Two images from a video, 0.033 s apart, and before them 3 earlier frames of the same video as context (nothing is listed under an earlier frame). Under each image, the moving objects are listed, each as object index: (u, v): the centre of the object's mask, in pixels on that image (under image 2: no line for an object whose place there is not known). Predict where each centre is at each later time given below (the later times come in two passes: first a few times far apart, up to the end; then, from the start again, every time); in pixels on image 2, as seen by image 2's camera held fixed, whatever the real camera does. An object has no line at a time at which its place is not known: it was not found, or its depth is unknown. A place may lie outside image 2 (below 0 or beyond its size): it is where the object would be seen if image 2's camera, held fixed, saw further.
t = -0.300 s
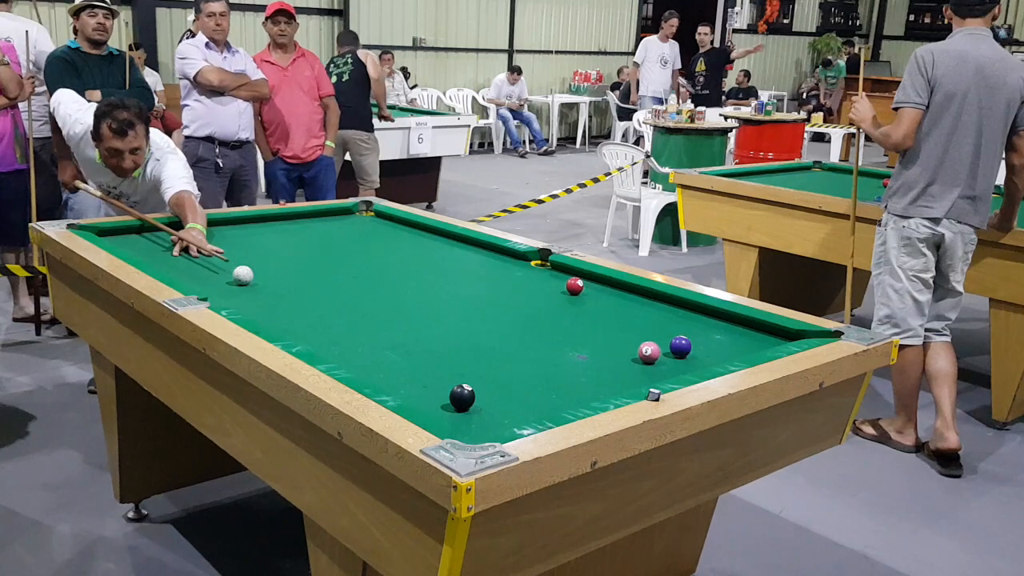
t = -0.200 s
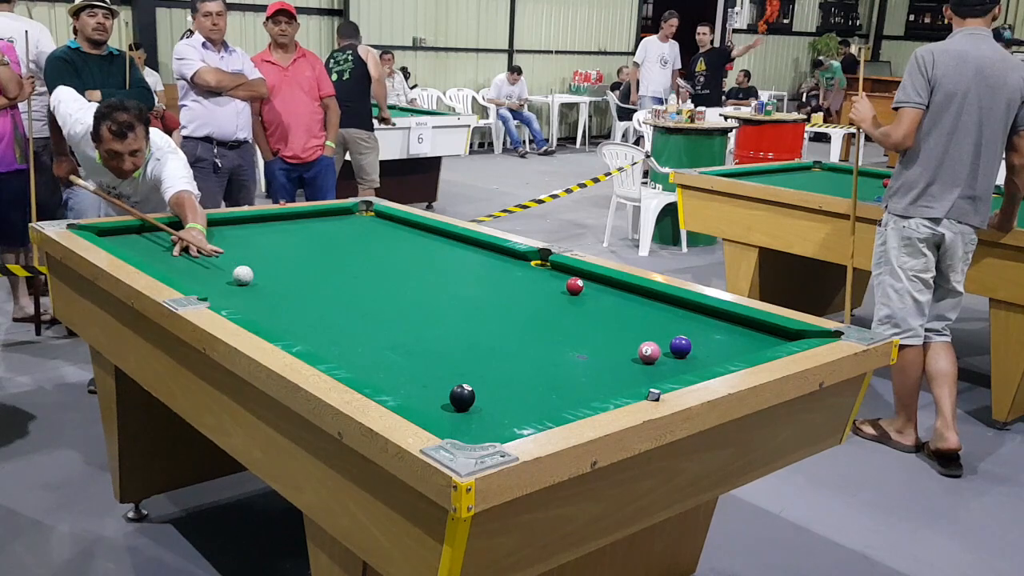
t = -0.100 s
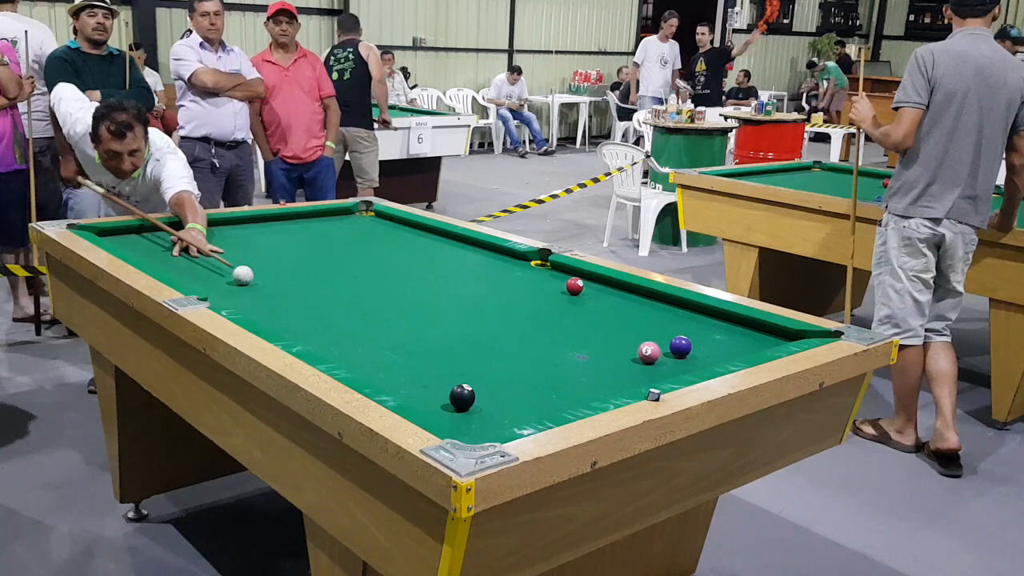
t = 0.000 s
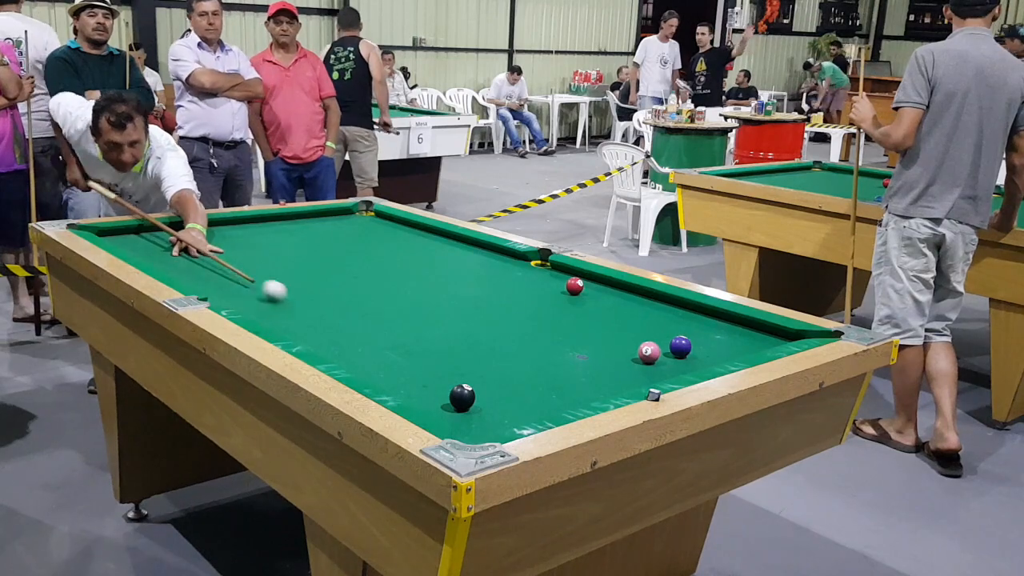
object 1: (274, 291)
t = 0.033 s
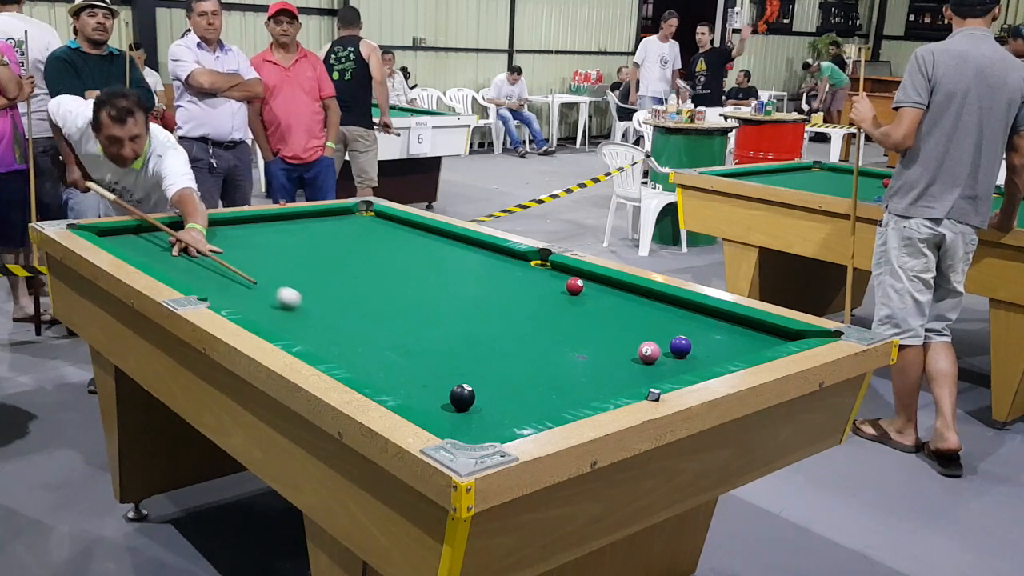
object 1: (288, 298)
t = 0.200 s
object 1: (360, 334)
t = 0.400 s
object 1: (470, 384)
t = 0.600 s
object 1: (559, 395)
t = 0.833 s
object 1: (520, 357)
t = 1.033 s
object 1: (494, 329)
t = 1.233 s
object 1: (473, 305)
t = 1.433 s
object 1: (454, 286)
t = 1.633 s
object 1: (439, 269)
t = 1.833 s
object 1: (426, 255)
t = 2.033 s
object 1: (414, 242)
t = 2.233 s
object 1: (404, 231)
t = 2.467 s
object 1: (394, 220)
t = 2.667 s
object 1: (372, 214)
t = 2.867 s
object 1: (349, 210)
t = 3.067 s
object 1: (352, 215)
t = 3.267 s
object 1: (355, 220)
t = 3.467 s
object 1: (358, 224)
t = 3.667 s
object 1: (361, 229)
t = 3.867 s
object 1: (364, 234)
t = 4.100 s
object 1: (369, 239)
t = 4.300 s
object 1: (372, 243)
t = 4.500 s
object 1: (376, 247)
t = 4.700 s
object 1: (380, 252)
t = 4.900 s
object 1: (384, 256)
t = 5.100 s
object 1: (388, 260)
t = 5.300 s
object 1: (392, 264)
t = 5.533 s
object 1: (396, 268)
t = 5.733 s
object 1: (400, 272)
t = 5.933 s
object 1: (404, 275)
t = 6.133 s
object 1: (408, 277)
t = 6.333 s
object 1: (412, 280)
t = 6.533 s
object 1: (415, 283)
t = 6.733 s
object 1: (418, 285)
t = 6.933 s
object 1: (421, 287)
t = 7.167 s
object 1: (424, 289)
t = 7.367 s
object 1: (427, 290)
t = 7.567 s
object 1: (429, 291)
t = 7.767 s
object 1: (431, 291)
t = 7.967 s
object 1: (431, 291)
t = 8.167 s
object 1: (431, 291)
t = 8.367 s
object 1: (430, 291)
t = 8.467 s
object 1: (430, 291)
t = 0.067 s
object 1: (302, 305)
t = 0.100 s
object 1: (316, 312)
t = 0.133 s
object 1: (330, 319)
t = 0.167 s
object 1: (346, 327)
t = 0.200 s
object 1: (360, 334)
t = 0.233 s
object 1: (376, 343)
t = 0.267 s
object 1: (393, 351)
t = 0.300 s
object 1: (411, 359)
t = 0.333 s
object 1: (430, 369)
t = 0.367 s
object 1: (448, 377)
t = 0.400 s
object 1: (470, 384)
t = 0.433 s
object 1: (488, 390)
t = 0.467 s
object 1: (508, 393)
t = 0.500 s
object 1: (529, 397)
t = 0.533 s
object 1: (549, 400)
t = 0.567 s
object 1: (565, 401)
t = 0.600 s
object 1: (559, 395)
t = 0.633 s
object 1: (551, 391)
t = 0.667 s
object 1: (546, 384)
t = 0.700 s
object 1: (540, 378)
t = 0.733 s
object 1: (535, 373)
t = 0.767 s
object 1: (530, 367)
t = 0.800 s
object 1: (525, 361)
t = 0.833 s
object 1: (520, 357)
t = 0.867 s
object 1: (515, 351)
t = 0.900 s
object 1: (511, 347)
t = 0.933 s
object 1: (506, 342)
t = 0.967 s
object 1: (502, 337)
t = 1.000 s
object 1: (498, 333)
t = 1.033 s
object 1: (494, 329)
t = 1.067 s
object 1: (490, 324)
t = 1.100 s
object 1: (486, 320)
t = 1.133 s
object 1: (483, 316)
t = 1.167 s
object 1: (479, 313)
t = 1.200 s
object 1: (476, 309)
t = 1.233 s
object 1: (473, 305)
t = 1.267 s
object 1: (470, 302)
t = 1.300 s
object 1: (466, 298)
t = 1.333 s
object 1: (463, 295)
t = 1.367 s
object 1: (460, 292)
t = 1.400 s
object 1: (457, 289)
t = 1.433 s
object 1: (454, 286)
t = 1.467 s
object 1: (452, 283)
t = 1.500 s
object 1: (449, 280)
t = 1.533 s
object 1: (447, 277)
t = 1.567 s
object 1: (444, 274)
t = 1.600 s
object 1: (441, 272)
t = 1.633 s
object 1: (439, 269)
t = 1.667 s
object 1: (437, 267)
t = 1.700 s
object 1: (434, 264)
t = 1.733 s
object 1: (432, 262)
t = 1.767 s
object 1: (430, 259)
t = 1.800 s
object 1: (428, 257)
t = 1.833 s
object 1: (426, 255)
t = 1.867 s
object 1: (424, 253)
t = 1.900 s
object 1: (421, 250)
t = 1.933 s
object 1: (420, 248)
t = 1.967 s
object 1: (418, 246)
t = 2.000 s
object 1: (416, 244)
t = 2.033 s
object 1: (414, 242)
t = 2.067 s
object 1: (413, 240)
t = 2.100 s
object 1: (411, 239)
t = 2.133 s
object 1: (409, 237)
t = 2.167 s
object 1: (407, 235)
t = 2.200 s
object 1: (406, 233)
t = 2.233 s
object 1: (404, 231)
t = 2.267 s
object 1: (402, 230)
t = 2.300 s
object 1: (401, 228)
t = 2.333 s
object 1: (399, 226)
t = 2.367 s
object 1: (398, 225)
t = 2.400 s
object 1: (396, 223)
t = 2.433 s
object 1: (395, 222)
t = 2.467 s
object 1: (394, 220)
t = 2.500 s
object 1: (392, 219)
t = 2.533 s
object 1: (390, 217)
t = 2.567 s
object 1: (385, 217)
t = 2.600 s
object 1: (381, 216)
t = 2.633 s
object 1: (377, 215)
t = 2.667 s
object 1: (372, 214)
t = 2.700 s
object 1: (368, 213)
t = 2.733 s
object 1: (363, 212)
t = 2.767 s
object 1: (359, 212)
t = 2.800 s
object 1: (355, 211)
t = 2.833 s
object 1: (351, 210)
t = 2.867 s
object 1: (349, 210)
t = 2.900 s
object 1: (350, 211)
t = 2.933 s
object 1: (350, 212)
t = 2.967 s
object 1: (350, 213)
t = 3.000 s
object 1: (351, 214)
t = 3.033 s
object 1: (352, 214)
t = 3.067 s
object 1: (352, 215)
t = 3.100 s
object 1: (353, 216)
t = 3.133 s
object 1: (353, 217)
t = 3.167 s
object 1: (353, 217)
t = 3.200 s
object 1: (354, 218)
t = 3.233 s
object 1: (355, 219)
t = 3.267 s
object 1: (355, 220)
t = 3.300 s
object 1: (355, 221)
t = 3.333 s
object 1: (356, 221)
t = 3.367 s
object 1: (356, 222)
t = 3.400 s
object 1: (357, 223)
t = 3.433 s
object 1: (357, 224)
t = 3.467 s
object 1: (358, 224)
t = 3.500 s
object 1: (359, 225)
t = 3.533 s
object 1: (359, 226)
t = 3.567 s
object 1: (360, 227)
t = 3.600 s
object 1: (360, 227)
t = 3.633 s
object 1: (361, 228)
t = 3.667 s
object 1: (361, 229)
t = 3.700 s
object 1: (362, 230)
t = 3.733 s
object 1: (362, 231)
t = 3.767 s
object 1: (363, 231)
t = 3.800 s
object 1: (363, 232)
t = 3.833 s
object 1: (364, 233)
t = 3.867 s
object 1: (364, 234)
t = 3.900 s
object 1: (365, 234)
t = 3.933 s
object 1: (366, 235)
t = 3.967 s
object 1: (366, 236)
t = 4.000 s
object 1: (367, 236)
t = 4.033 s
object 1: (368, 237)
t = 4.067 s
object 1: (368, 238)
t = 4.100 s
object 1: (369, 239)
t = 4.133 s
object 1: (369, 240)
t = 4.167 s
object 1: (370, 240)
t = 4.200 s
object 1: (371, 241)
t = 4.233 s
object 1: (371, 242)
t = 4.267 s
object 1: (372, 242)
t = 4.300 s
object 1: (372, 243)
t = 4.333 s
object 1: (373, 244)
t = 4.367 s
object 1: (373, 245)
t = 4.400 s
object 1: (374, 245)
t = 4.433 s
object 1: (374, 246)
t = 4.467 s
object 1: (375, 247)
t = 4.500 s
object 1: (376, 247)
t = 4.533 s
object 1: (377, 248)
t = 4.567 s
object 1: (377, 249)
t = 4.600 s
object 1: (378, 250)
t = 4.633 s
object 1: (378, 251)
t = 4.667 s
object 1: (379, 251)
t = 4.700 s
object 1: (380, 252)
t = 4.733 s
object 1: (380, 253)
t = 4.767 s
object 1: (381, 253)
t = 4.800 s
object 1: (382, 254)
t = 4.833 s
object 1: (382, 255)
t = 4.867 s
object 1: (383, 255)
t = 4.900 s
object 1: (384, 256)
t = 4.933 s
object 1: (384, 257)
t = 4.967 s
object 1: (385, 257)
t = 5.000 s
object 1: (386, 258)
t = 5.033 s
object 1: (387, 259)
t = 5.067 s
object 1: (387, 259)
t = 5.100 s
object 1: (388, 260)
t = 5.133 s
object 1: (389, 261)
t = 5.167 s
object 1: (389, 261)
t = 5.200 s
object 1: (390, 262)
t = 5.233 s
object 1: (390, 263)
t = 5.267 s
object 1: (391, 263)
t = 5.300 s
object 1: (392, 264)
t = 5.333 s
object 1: (393, 264)
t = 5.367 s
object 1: (393, 265)
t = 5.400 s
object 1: (394, 266)
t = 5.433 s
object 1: (394, 266)
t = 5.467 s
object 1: (395, 267)
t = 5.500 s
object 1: (396, 267)
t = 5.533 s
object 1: (396, 268)
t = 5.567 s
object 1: (397, 269)
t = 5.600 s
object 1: (398, 269)
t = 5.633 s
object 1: (398, 270)
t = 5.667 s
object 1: (399, 270)
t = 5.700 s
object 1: (400, 271)
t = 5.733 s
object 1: (400, 272)
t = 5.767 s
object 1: (401, 272)
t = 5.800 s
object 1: (402, 273)
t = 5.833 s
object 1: (403, 273)
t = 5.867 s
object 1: (403, 273)
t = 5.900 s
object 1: (404, 274)
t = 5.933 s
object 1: (404, 275)
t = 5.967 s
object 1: (405, 275)
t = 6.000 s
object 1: (406, 276)
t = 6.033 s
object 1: (407, 276)
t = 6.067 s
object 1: (407, 277)
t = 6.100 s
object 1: (408, 277)
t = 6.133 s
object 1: (408, 277)
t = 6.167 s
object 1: (409, 278)
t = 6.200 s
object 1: (410, 278)
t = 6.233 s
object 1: (410, 279)
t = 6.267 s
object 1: (411, 279)
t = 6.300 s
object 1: (411, 280)
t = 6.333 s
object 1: (412, 280)
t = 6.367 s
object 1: (412, 281)
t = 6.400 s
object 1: (413, 281)
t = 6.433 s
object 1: (413, 282)
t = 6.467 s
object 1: (414, 282)
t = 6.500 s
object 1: (415, 282)
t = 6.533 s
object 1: (415, 283)
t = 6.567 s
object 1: (416, 283)
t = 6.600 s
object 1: (416, 284)
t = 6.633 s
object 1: (417, 284)
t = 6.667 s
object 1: (417, 284)
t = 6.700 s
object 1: (417, 285)
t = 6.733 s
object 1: (418, 285)
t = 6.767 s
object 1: (418, 285)
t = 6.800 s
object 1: (419, 286)
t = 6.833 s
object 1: (419, 286)
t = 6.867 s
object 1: (420, 286)
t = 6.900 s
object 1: (420, 287)
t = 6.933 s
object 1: (421, 287)
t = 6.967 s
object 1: (421, 287)
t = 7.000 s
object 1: (422, 287)
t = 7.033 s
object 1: (422, 288)
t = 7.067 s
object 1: (422, 288)
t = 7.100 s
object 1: (423, 288)
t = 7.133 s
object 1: (423, 289)
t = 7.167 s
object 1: (424, 289)
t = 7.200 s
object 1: (424, 289)
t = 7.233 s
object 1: (425, 289)
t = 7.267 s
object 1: (425, 289)
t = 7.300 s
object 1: (426, 290)
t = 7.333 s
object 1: (426, 290)
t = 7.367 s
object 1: (427, 290)
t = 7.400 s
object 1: (427, 290)
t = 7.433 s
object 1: (428, 290)
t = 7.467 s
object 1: (428, 290)
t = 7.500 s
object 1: (428, 290)
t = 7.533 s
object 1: (429, 291)
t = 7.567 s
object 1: (429, 291)
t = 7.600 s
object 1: (430, 291)
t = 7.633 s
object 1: (430, 291)
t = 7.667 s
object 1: (430, 291)
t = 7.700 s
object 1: (430, 291)
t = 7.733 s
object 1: (431, 291)
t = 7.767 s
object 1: (431, 291)
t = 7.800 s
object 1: (431, 291)
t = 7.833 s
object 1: (431, 291)
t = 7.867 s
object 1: (431, 291)
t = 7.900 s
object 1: (431, 291)
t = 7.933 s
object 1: (431, 291)
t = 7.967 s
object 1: (431, 291)
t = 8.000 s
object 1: (431, 291)
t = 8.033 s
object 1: (431, 291)
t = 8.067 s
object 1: (431, 291)
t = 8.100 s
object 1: (431, 291)
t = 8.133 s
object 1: (431, 291)
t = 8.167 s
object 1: (431, 291)
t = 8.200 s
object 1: (431, 291)
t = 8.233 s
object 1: (431, 291)
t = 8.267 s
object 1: (430, 291)
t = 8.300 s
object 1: (430, 291)
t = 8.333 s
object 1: (430, 291)
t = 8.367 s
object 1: (430, 291)
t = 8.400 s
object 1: (430, 291)
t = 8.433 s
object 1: (430, 291)
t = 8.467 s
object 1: (430, 291)
